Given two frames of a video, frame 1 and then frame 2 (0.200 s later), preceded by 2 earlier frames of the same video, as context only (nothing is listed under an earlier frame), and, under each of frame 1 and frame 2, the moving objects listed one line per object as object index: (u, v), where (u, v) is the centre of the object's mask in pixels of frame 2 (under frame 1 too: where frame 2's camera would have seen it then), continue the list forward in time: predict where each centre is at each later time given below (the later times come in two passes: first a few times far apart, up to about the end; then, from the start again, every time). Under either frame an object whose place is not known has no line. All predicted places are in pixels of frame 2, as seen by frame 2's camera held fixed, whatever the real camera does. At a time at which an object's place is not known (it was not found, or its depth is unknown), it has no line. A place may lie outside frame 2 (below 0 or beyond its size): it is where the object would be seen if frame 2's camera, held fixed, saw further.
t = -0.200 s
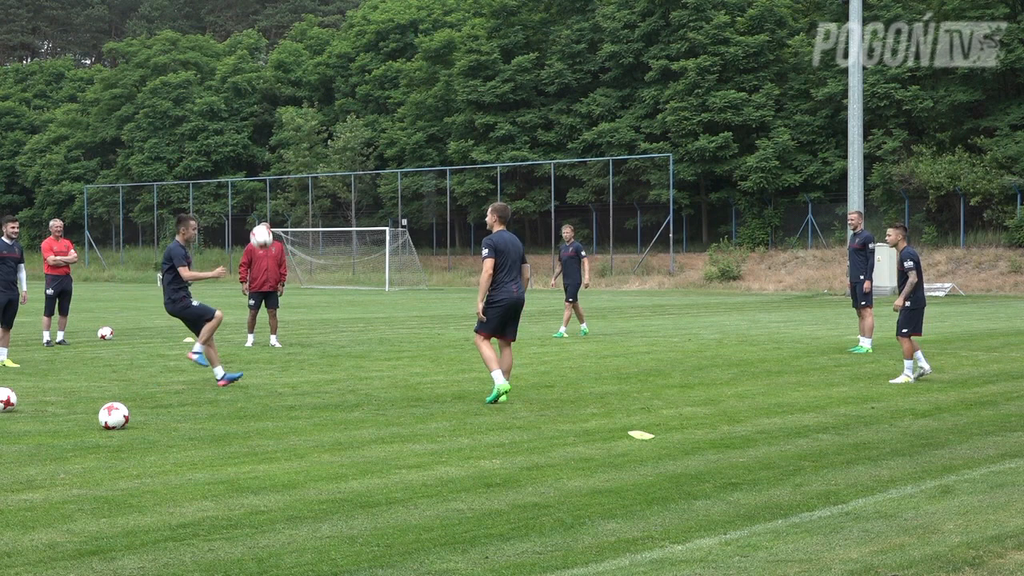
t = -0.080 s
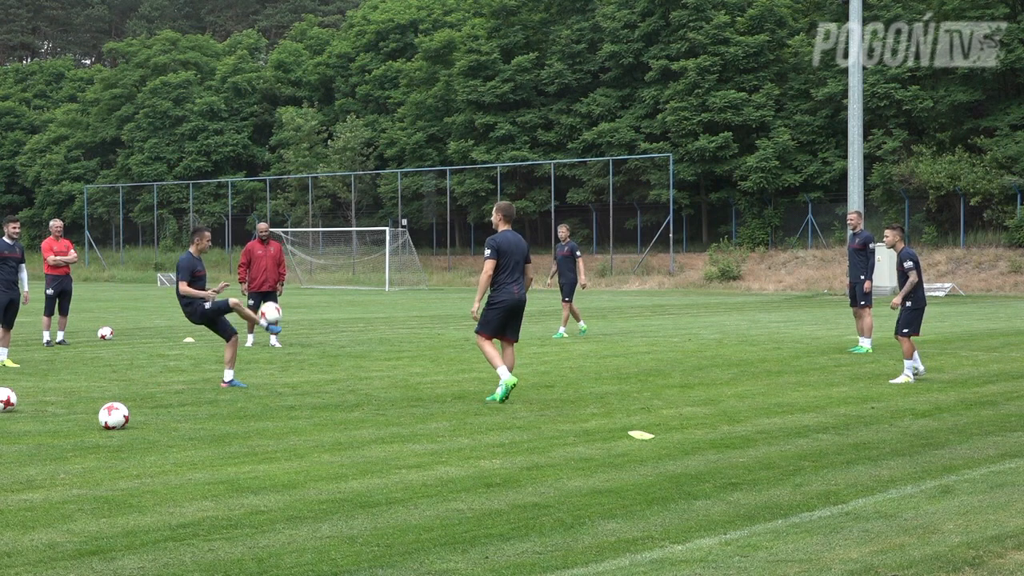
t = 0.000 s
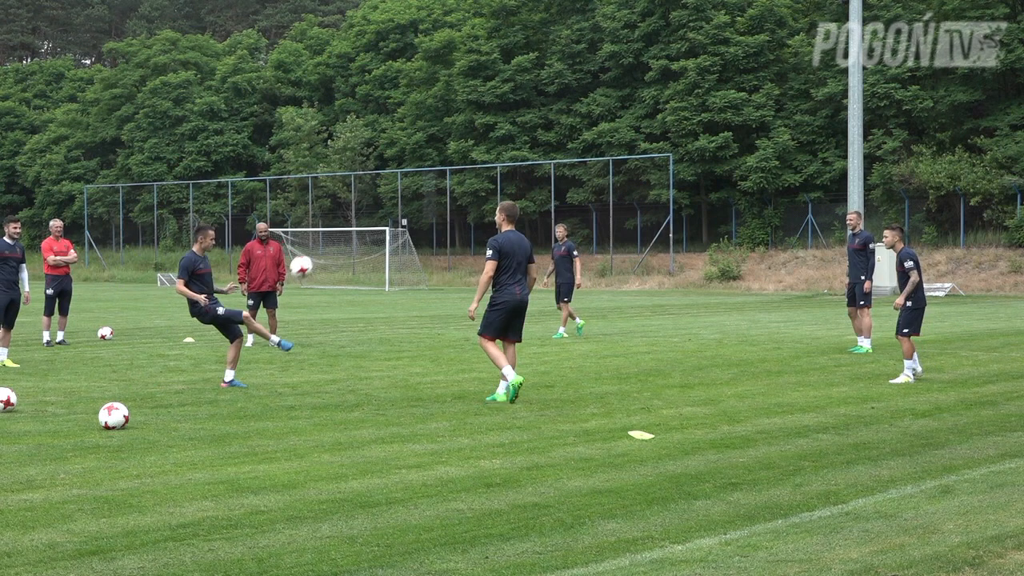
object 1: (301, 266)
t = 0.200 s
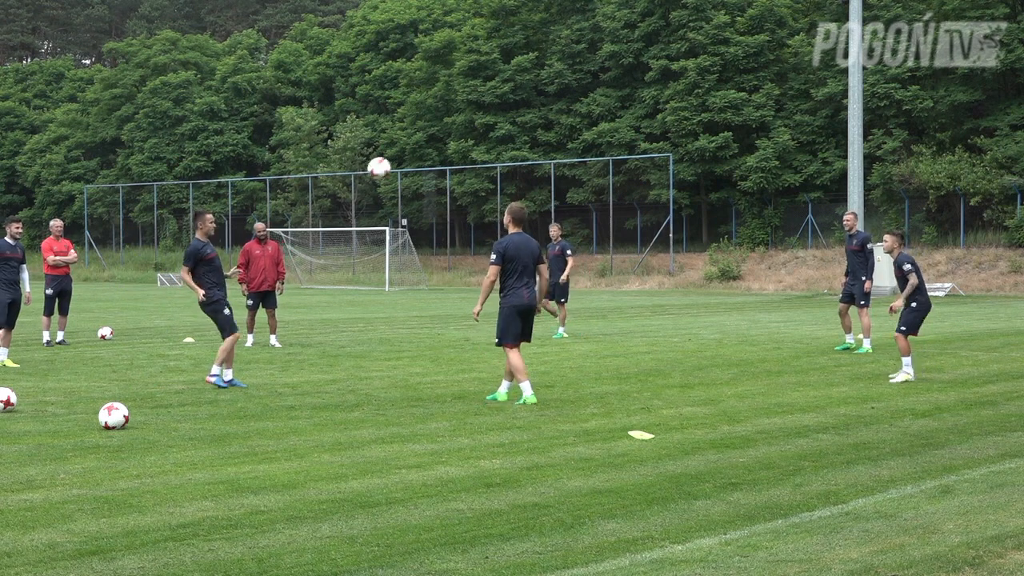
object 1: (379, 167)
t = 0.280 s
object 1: (410, 139)
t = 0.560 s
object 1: (518, 90)
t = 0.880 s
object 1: (643, 128)
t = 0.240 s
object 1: (394, 153)
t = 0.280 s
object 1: (410, 139)
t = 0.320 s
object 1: (425, 127)
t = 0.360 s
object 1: (441, 117)
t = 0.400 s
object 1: (456, 107)
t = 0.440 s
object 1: (472, 102)
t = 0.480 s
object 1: (487, 96)
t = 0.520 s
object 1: (503, 92)
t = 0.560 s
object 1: (518, 90)
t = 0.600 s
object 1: (534, 89)
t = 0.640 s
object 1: (549, 90)
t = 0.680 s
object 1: (565, 92)
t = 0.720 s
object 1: (580, 95)
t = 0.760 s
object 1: (596, 101)
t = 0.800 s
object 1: (612, 109)
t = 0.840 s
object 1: (627, 117)
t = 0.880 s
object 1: (643, 128)
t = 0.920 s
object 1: (658, 140)
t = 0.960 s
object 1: (673, 154)
